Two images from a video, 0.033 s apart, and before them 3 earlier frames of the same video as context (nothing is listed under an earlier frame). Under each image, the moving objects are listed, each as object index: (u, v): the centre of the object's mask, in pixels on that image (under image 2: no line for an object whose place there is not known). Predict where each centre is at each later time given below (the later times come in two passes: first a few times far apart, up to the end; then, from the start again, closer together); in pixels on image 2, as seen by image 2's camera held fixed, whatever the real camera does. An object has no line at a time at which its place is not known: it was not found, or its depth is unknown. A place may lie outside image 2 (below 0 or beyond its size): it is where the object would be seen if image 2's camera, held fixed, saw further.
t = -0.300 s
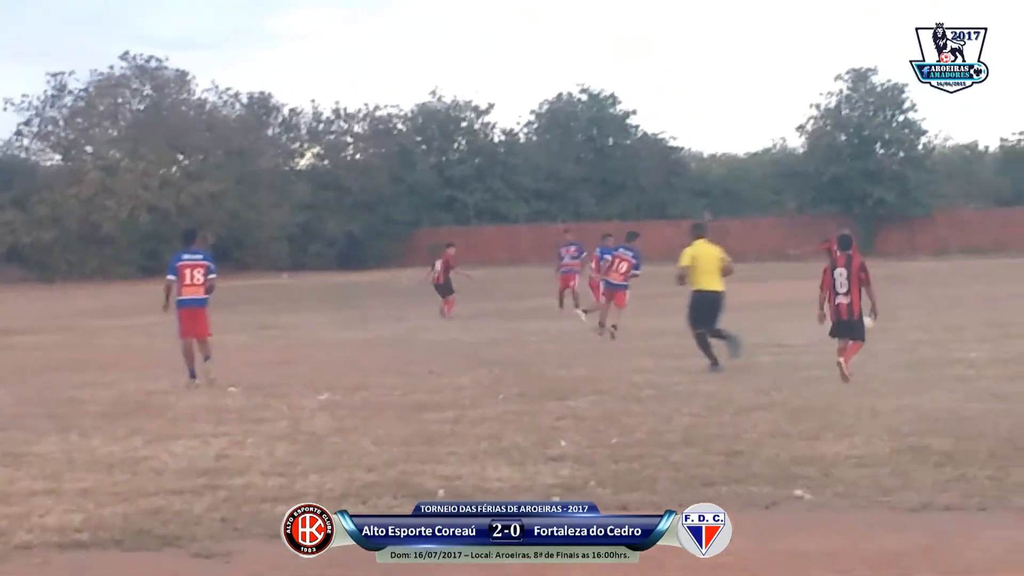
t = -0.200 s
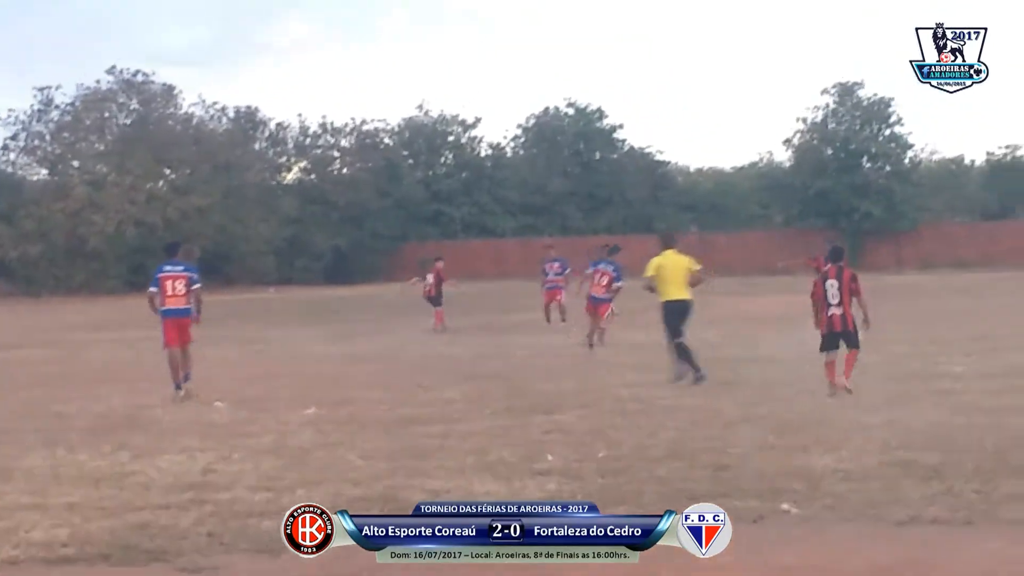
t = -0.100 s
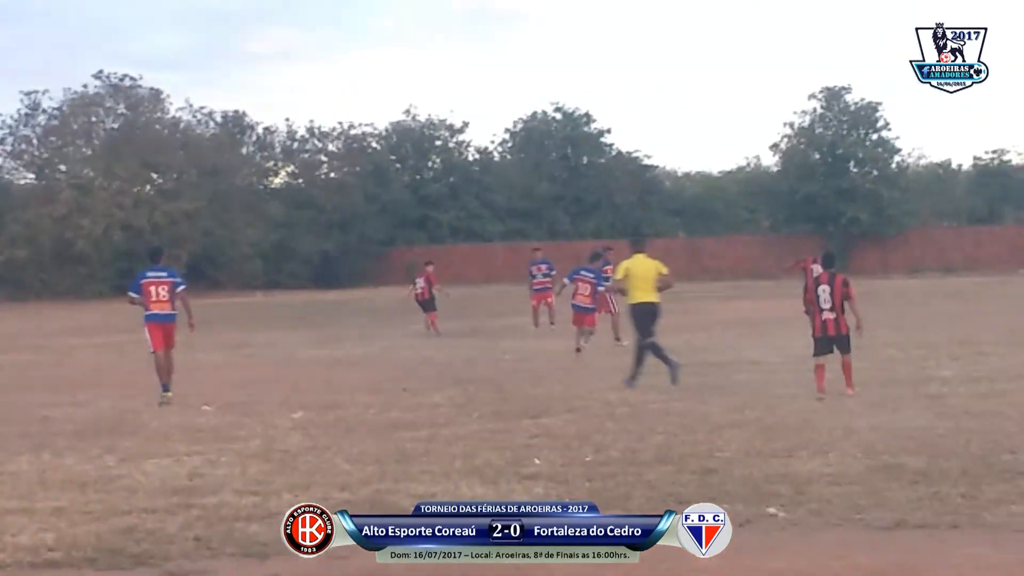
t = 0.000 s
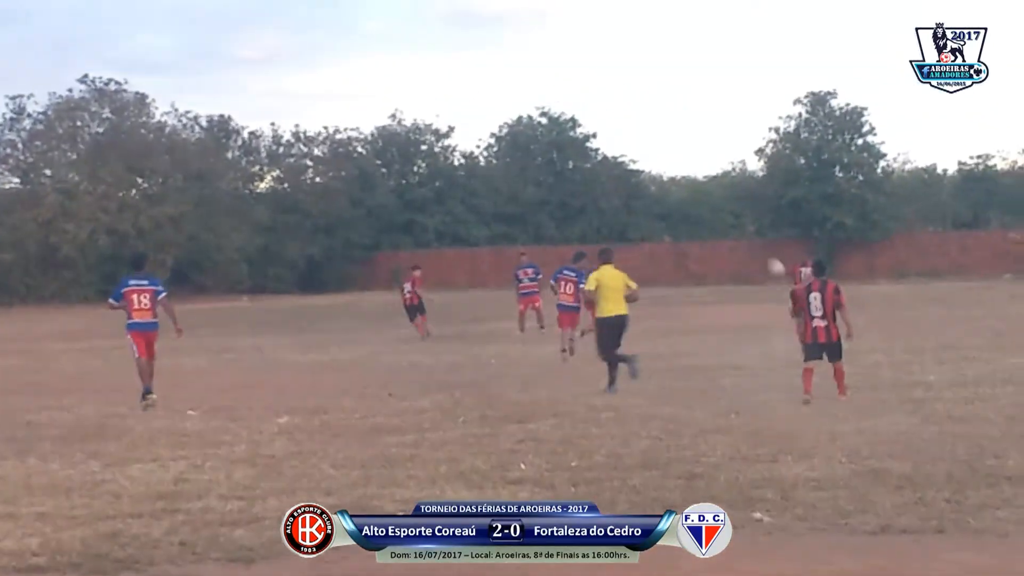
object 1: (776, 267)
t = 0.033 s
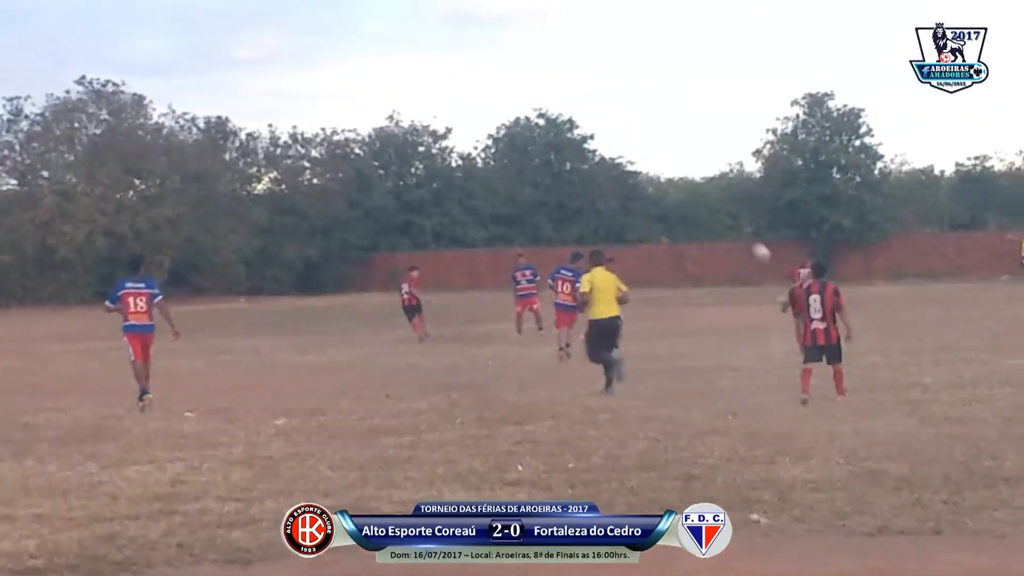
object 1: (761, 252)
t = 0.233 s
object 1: (690, 172)
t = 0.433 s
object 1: (624, 117)
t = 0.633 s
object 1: (565, 87)
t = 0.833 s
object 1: (511, 76)
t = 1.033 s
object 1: (461, 82)
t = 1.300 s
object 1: (399, 112)
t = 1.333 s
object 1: (392, 118)
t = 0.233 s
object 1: (690, 172)
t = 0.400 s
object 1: (635, 124)
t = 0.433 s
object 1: (624, 117)
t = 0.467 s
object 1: (614, 110)
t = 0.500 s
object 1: (604, 104)
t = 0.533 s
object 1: (594, 99)
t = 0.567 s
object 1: (584, 94)
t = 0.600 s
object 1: (575, 90)
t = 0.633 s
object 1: (565, 87)
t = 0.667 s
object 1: (556, 84)
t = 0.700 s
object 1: (547, 81)
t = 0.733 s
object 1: (538, 79)
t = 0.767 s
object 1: (529, 78)
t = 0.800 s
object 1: (520, 76)
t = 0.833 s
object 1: (511, 76)
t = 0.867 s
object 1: (502, 76)
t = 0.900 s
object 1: (494, 77)
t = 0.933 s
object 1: (486, 78)
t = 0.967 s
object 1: (477, 78)
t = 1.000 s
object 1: (469, 80)
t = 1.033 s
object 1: (461, 82)
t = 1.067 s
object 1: (453, 85)
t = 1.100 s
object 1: (445, 87)
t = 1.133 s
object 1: (437, 91)
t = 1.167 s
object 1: (429, 94)
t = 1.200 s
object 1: (421, 97)
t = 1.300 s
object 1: (399, 112)
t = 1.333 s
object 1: (392, 118)
